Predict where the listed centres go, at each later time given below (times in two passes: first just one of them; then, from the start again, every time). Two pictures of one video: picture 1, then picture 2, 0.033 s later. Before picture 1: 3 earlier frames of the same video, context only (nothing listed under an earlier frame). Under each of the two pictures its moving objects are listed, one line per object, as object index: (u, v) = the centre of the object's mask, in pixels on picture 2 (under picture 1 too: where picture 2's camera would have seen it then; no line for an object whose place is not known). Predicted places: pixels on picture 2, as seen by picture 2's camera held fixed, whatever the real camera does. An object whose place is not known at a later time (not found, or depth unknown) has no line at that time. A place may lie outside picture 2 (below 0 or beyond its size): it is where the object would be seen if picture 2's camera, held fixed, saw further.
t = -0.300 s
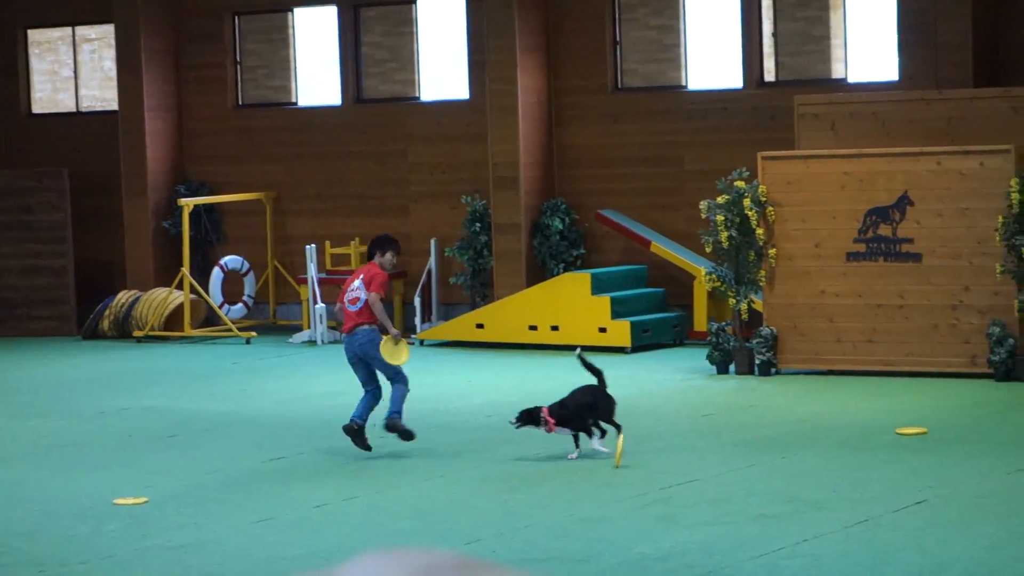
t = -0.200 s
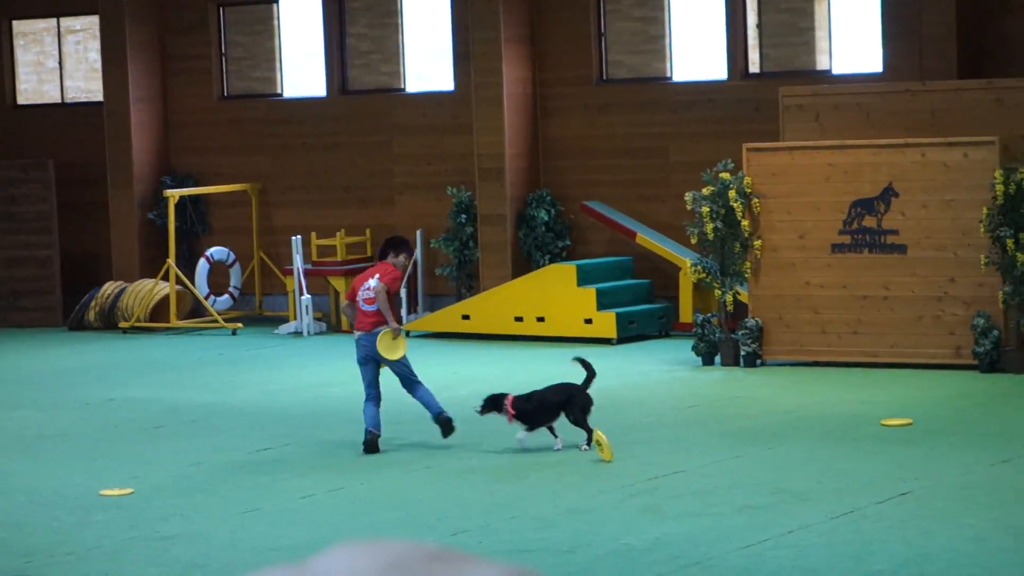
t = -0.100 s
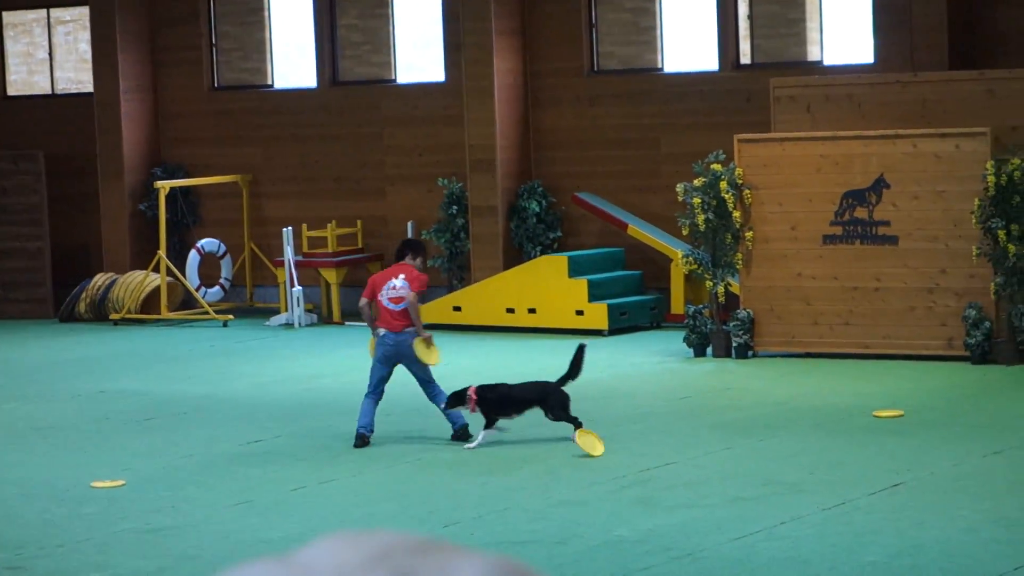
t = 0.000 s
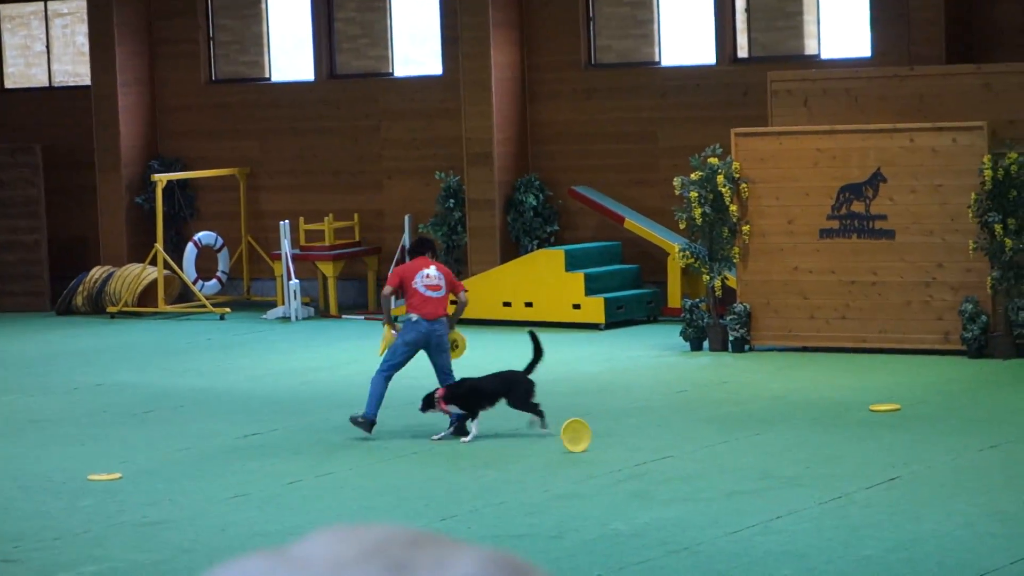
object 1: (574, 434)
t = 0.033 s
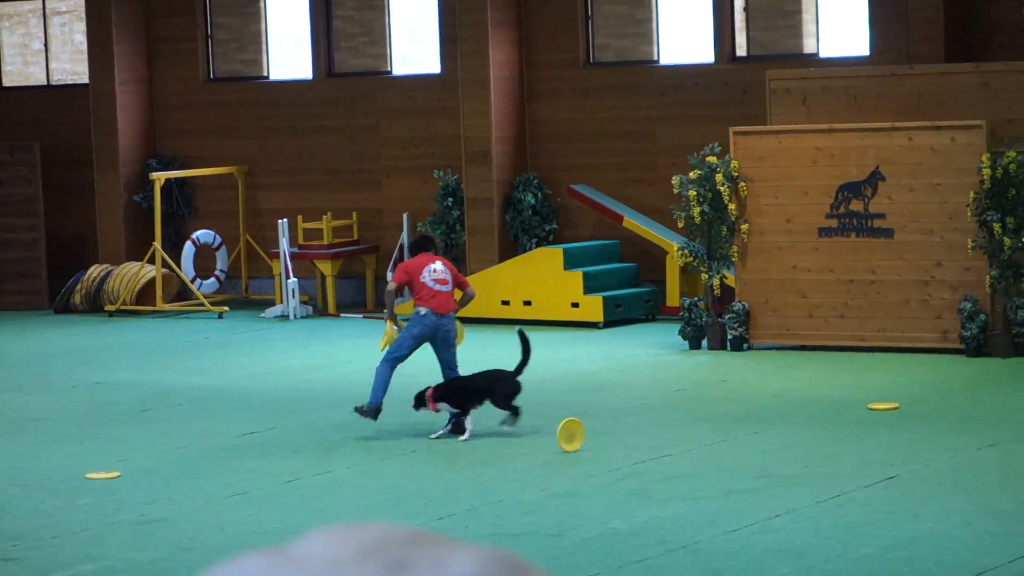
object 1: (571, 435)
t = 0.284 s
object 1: (538, 444)
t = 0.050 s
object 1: (569, 435)
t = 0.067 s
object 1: (567, 436)
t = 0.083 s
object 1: (565, 436)
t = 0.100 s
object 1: (563, 436)
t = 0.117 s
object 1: (561, 437)
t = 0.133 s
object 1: (559, 437)
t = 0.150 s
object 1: (557, 437)
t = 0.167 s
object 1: (555, 438)
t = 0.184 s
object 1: (553, 439)
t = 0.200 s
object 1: (550, 440)
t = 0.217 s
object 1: (548, 441)
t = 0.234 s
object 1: (545, 442)
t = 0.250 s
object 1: (543, 443)
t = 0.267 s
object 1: (541, 444)
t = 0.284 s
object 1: (538, 444)
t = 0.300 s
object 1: (535, 444)
